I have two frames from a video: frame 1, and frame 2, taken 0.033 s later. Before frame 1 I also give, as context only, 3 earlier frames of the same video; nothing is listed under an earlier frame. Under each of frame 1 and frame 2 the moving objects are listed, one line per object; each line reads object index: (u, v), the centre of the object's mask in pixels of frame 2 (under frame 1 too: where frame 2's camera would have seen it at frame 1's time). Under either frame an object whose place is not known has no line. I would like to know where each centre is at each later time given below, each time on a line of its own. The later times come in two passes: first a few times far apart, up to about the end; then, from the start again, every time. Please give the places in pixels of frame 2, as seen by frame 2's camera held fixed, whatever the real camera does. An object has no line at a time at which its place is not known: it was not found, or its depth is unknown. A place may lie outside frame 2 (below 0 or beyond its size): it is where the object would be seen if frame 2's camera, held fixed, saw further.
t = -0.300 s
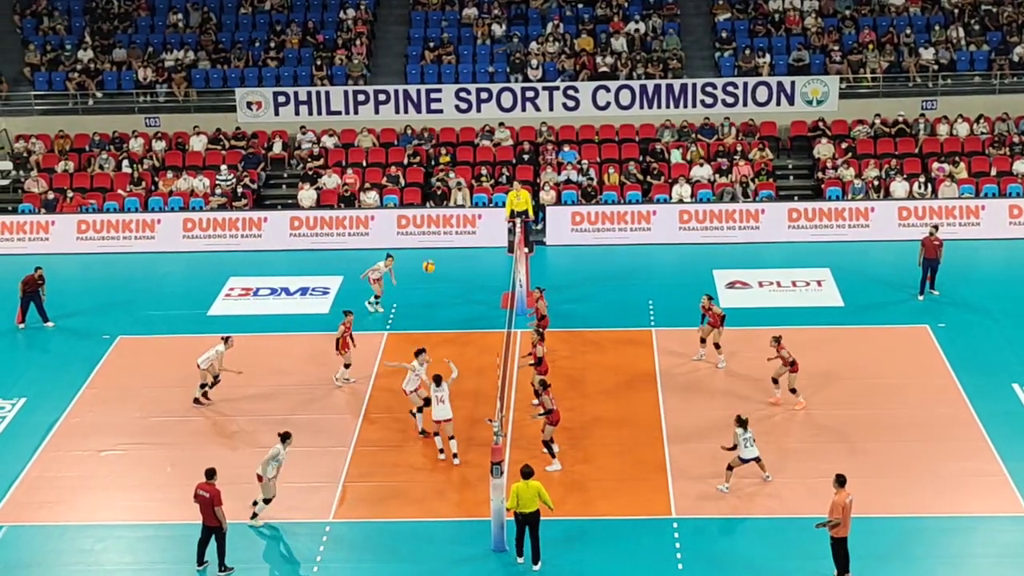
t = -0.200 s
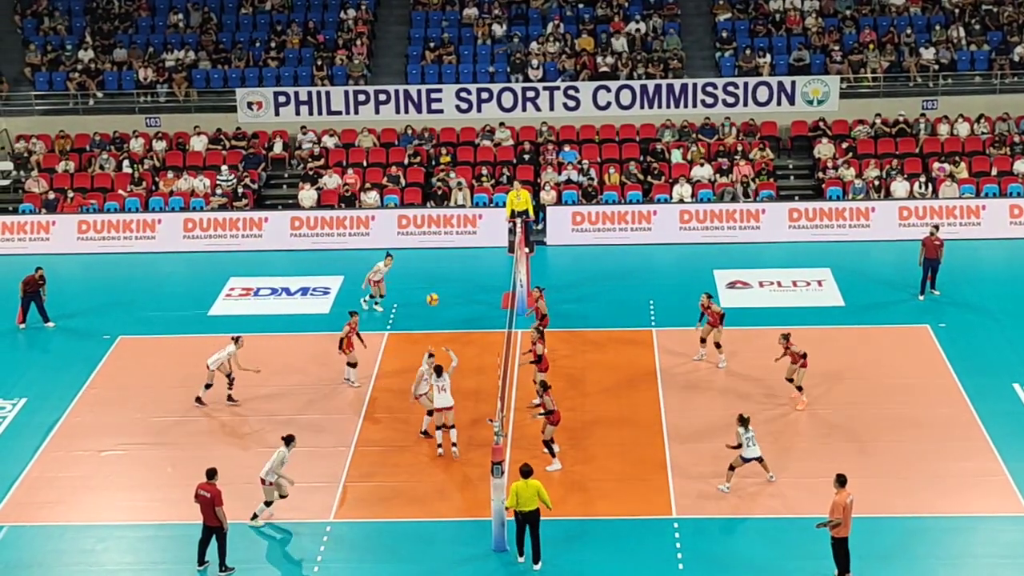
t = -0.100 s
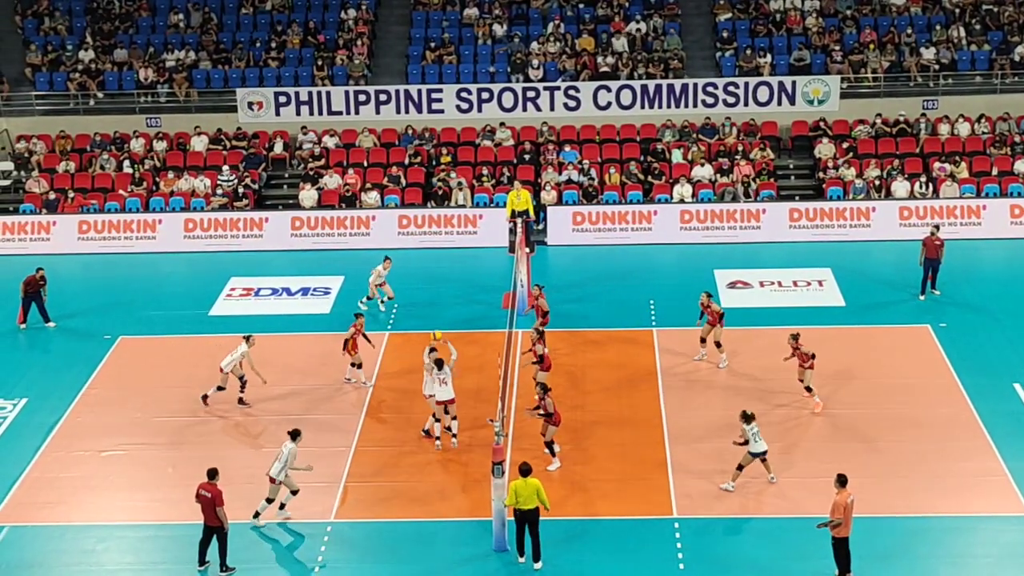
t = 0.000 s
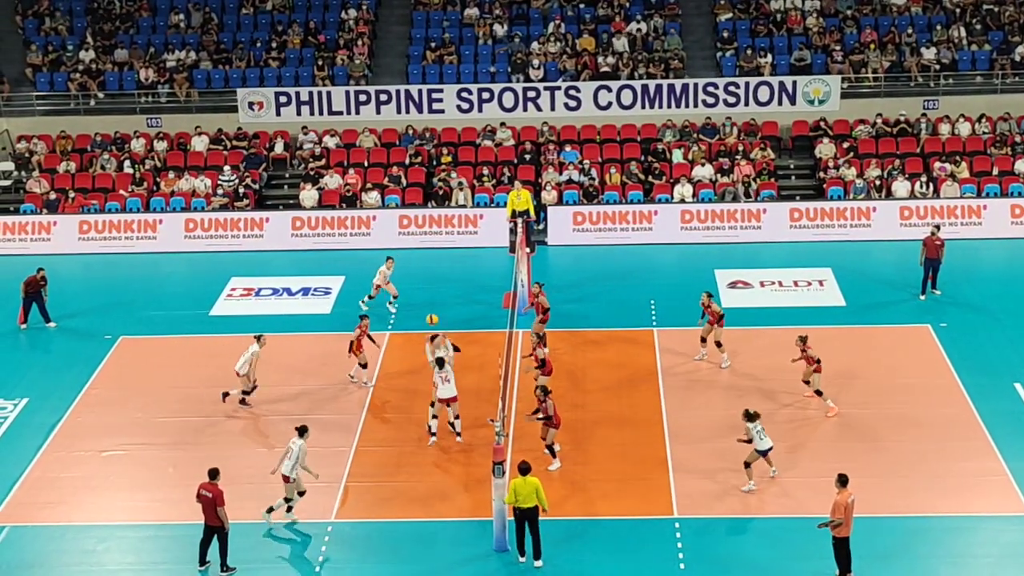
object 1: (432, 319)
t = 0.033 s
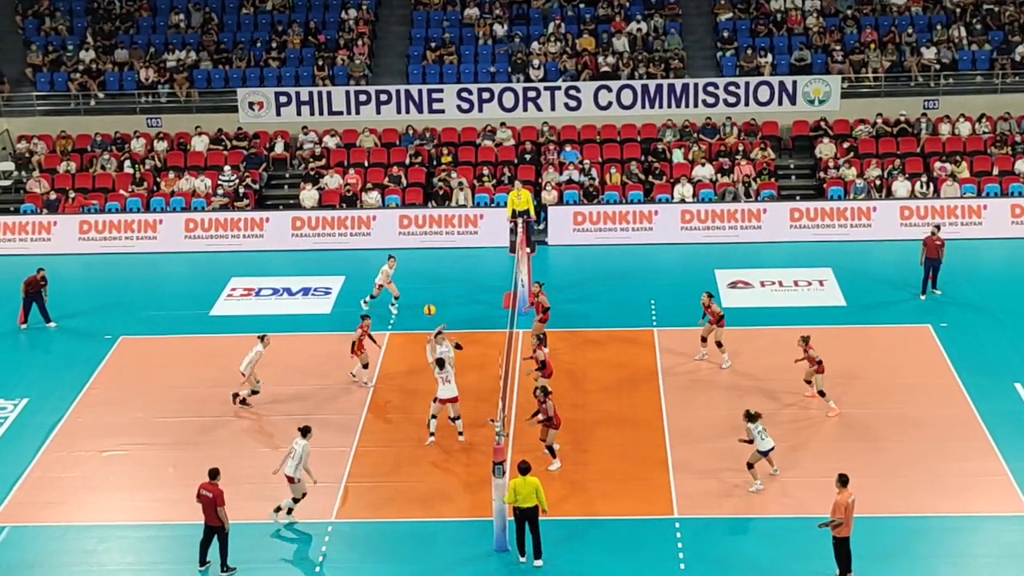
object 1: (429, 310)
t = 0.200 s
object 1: (417, 272)
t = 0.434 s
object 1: (399, 243)
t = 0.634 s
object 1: (387, 239)
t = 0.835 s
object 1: (376, 254)
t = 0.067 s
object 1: (427, 301)
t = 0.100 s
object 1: (424, 293)
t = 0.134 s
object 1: (422, 285)
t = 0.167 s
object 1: (419, 278)
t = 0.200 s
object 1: (417, 272)
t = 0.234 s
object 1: (414, 266)
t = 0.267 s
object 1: (412, 261)
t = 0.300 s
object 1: (410, 256)
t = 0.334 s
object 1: (407, 252)
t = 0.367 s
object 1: (404, 248)
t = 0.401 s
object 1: (402, 245)
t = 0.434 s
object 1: (399, 243)
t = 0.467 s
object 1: (397, 241)
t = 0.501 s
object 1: (395, 239)
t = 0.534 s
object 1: (393, 238)
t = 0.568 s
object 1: (391, 238)
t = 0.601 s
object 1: (389, 238)
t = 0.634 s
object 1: (387, 239)
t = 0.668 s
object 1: (385, 241)
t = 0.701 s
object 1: (383, 242)
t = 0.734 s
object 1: (381, 245)
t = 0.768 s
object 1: (380, 247)
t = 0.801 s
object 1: (378, 251)
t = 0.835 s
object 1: (376, 254)
